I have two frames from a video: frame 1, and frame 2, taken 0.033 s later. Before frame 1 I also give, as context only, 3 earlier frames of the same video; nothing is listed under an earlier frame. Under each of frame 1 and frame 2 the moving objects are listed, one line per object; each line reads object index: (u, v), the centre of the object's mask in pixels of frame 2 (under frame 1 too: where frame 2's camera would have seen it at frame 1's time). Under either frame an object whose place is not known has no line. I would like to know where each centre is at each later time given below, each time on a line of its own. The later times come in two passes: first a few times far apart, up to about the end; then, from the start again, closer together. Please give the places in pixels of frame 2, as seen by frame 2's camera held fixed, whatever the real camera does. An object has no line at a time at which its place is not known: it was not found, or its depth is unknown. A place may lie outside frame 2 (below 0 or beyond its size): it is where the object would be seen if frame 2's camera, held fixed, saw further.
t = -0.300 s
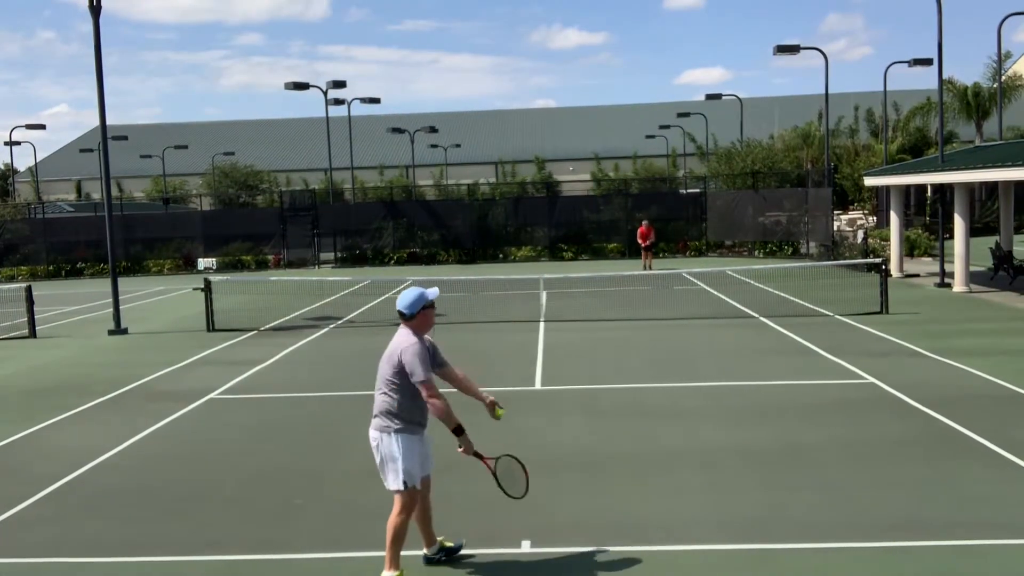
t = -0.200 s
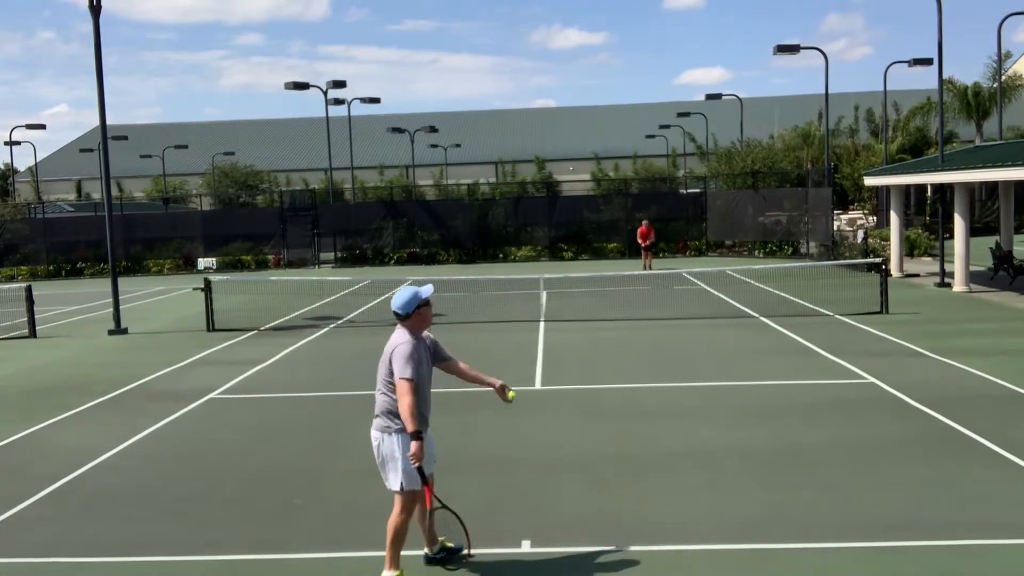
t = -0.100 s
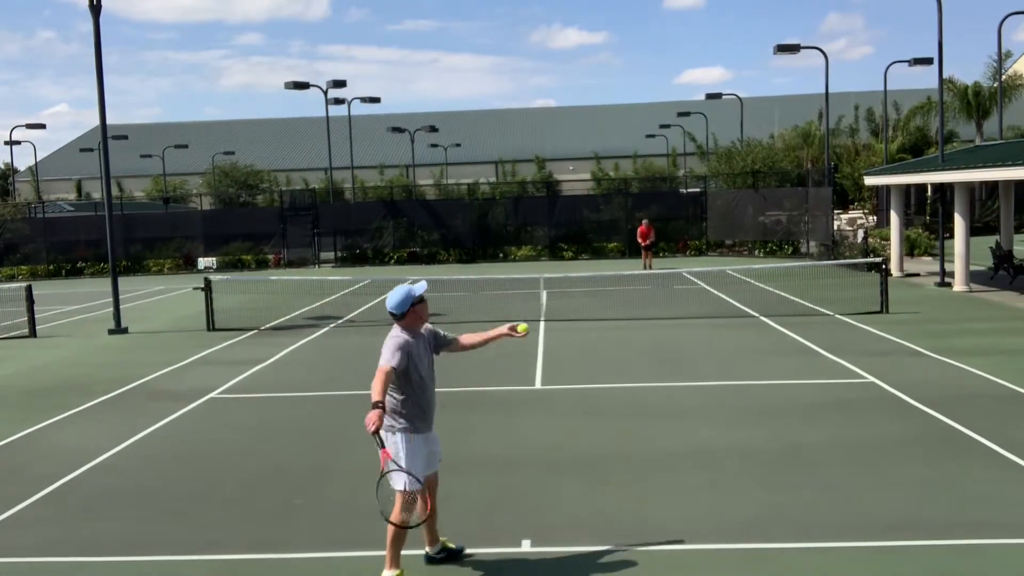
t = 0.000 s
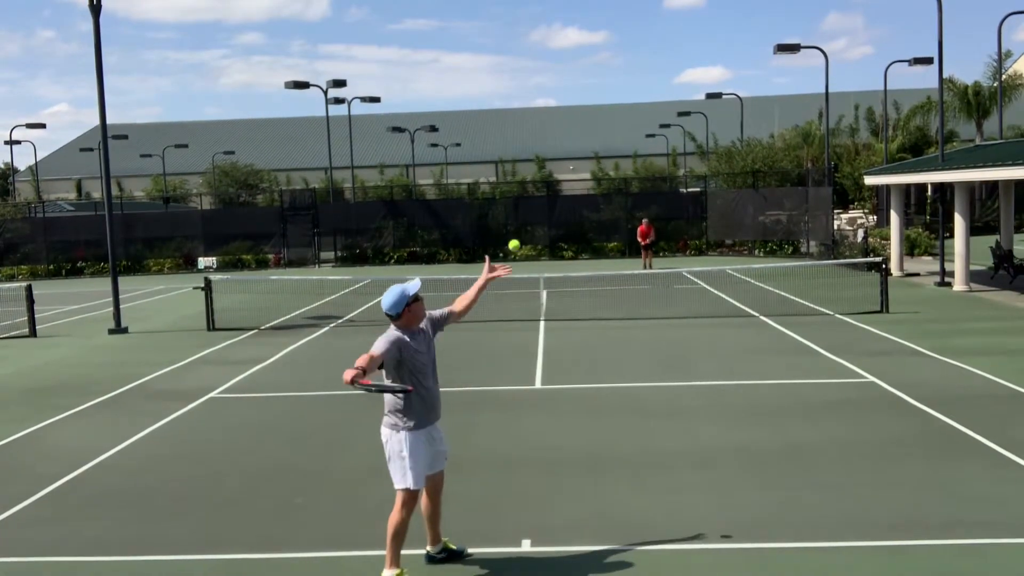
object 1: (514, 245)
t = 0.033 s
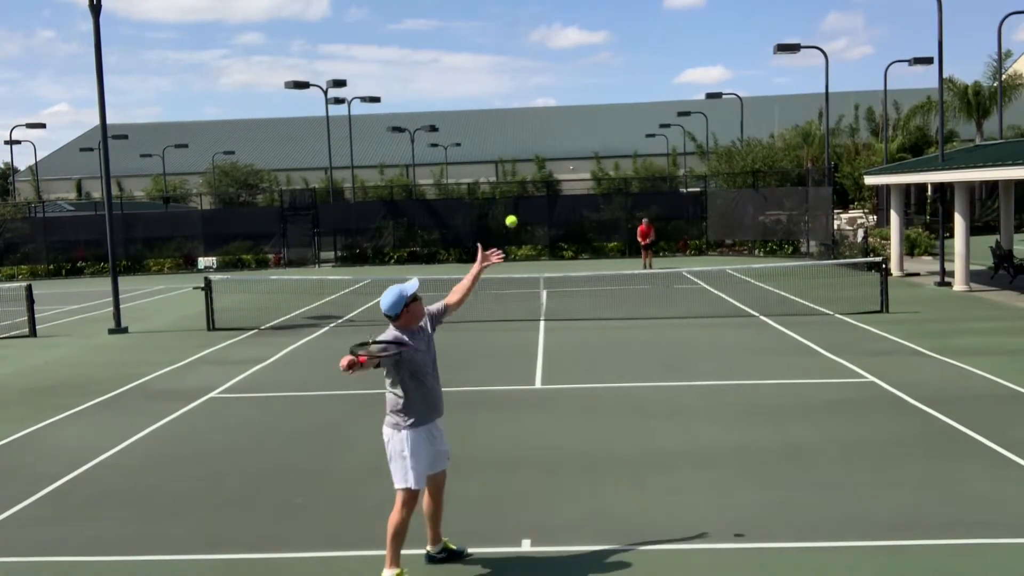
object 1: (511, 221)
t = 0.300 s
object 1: (490, 93)
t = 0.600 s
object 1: (473, 84)
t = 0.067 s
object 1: (508, 198)
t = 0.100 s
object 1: (505, 178)
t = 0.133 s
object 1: (502, 159)
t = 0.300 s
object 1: (490, 93)
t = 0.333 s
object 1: (488, 85)
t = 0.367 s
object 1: (486, 78)
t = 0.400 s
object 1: (484, 74)
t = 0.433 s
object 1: (481, 71)
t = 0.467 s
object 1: (480, 71)
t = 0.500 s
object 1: (478, 71)
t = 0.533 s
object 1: (476, 74)
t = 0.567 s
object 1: (474, 78)
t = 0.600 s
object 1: (473, 84)
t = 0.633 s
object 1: (471, 92)
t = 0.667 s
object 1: (470, 101)
